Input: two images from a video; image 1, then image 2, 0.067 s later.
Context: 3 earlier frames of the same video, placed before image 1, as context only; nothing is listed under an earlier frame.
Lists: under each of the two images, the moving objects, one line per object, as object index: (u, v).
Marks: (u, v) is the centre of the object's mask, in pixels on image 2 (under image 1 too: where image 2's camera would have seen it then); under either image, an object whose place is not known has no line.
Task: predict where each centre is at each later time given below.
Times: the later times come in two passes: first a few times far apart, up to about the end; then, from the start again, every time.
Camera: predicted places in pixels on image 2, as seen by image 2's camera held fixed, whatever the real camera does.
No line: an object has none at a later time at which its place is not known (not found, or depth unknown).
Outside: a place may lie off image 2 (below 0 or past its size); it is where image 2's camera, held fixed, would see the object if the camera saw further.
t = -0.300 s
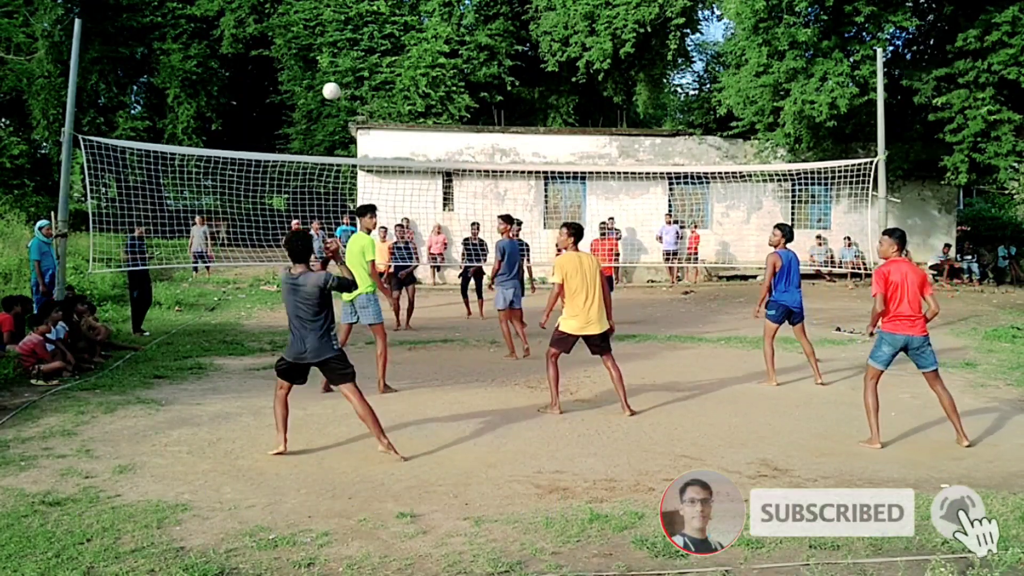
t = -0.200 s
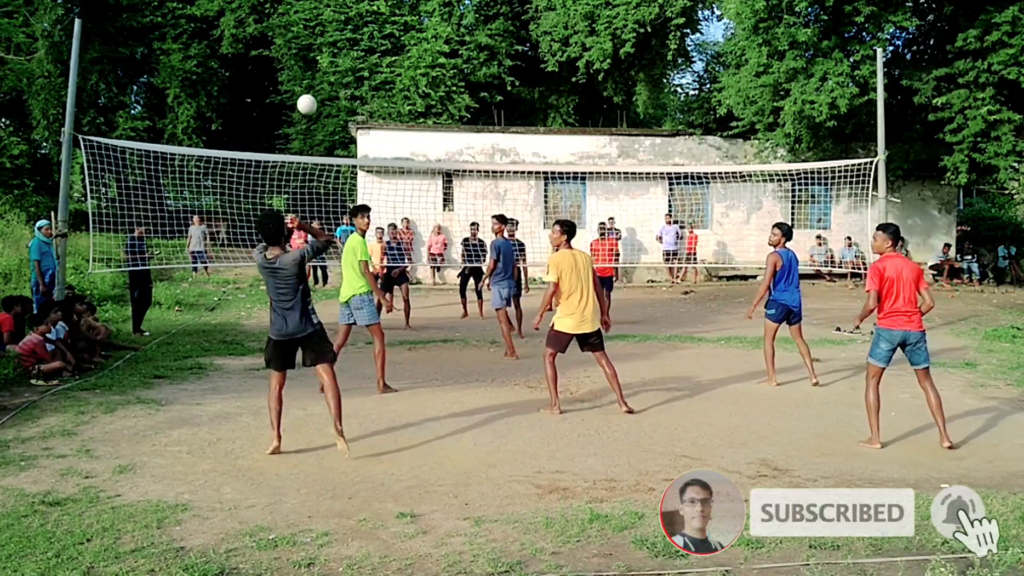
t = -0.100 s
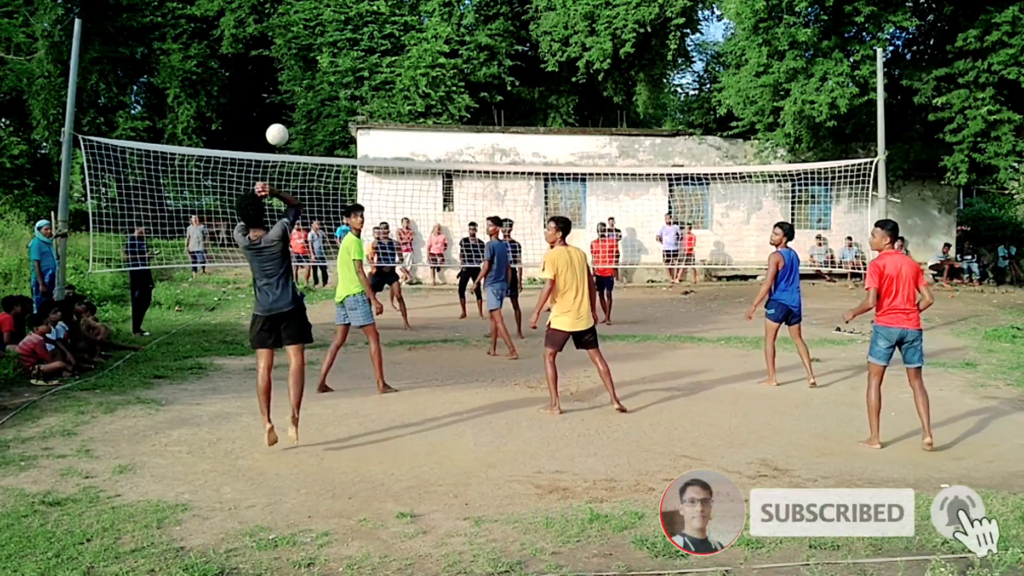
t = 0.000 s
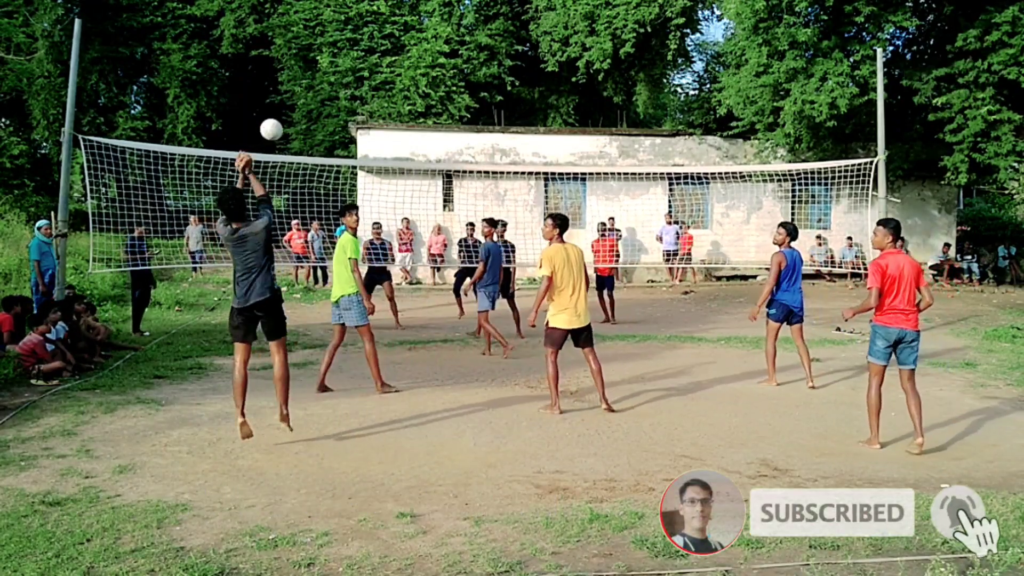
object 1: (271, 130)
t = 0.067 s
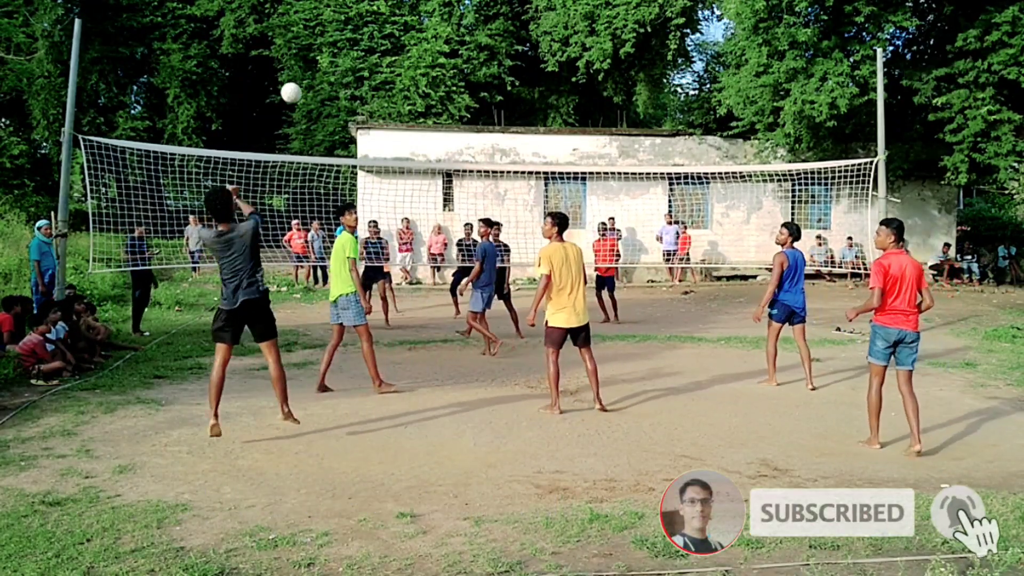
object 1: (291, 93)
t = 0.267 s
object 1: (337, 34)
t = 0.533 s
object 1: (381, 29)
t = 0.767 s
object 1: (410, 67)
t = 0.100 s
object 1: (300, 78)
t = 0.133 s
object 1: (308, 66)
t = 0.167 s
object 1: (315, 55)
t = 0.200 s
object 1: (324, 46)
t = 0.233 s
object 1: (331, 39)
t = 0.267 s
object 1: (337, 34)
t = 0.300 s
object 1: (343, 29)
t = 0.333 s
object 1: (350, 26)
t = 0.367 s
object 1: (356, 24)
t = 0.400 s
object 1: (361, 23)
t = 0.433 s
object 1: (366, 23)
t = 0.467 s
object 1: (372, 25)
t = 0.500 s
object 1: (376, 26)
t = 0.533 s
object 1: (381, 29)
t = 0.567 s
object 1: (386, 33)
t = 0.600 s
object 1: (390, 37)
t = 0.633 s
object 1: (394, 42)
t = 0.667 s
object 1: (399, 48)
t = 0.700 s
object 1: (403, 53)
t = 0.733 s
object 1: (406, 59)
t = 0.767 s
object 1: (410, 67)
